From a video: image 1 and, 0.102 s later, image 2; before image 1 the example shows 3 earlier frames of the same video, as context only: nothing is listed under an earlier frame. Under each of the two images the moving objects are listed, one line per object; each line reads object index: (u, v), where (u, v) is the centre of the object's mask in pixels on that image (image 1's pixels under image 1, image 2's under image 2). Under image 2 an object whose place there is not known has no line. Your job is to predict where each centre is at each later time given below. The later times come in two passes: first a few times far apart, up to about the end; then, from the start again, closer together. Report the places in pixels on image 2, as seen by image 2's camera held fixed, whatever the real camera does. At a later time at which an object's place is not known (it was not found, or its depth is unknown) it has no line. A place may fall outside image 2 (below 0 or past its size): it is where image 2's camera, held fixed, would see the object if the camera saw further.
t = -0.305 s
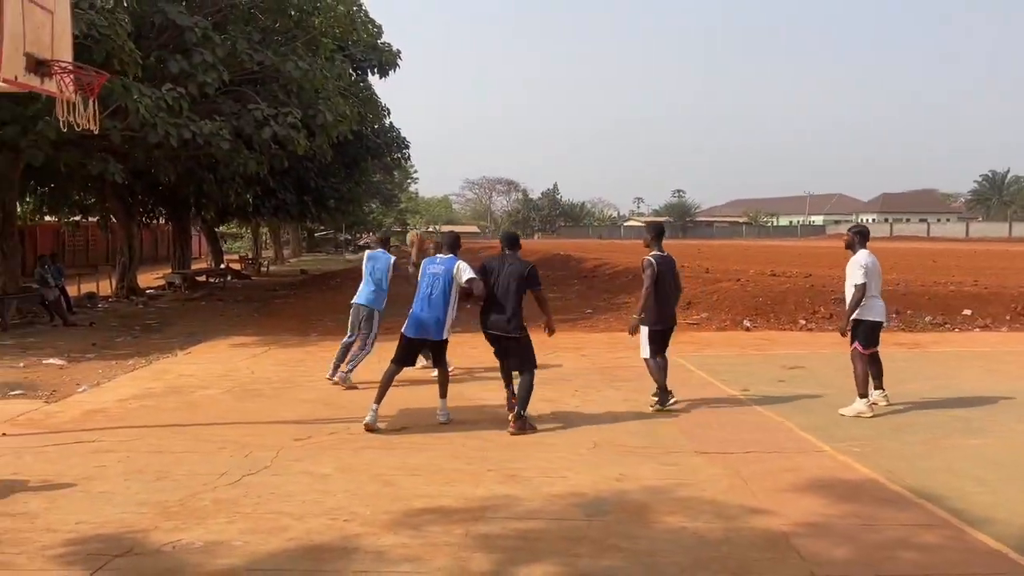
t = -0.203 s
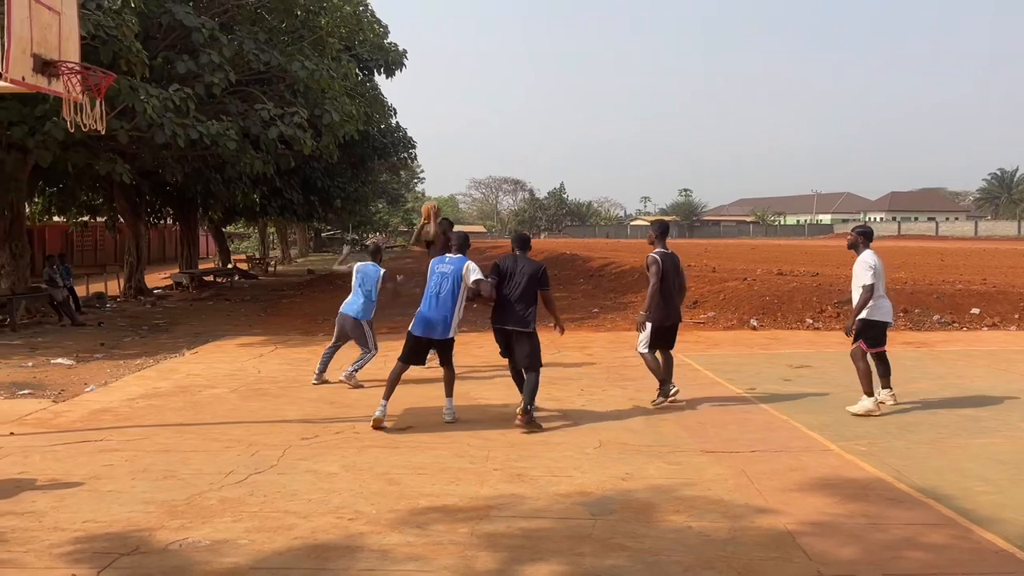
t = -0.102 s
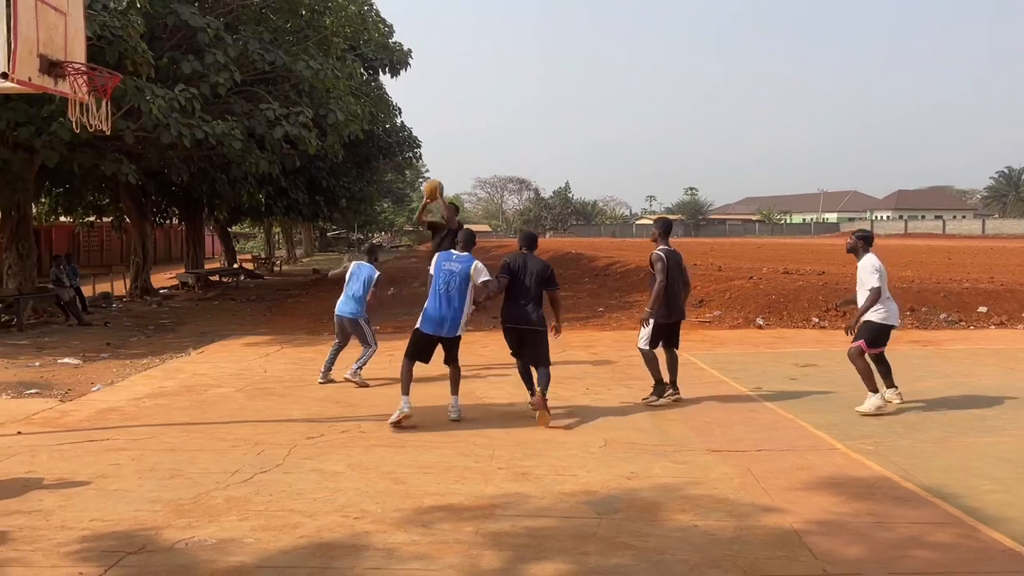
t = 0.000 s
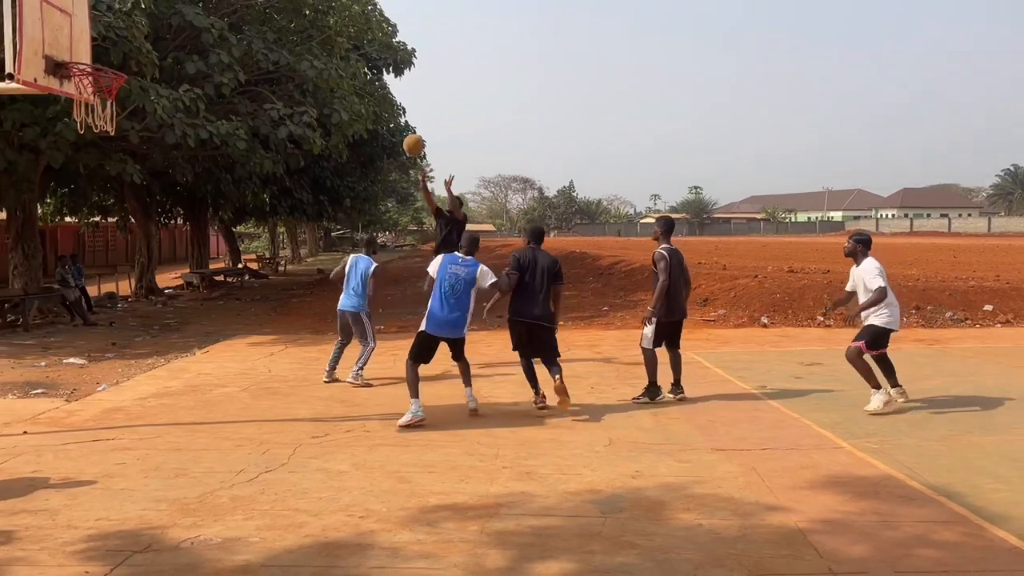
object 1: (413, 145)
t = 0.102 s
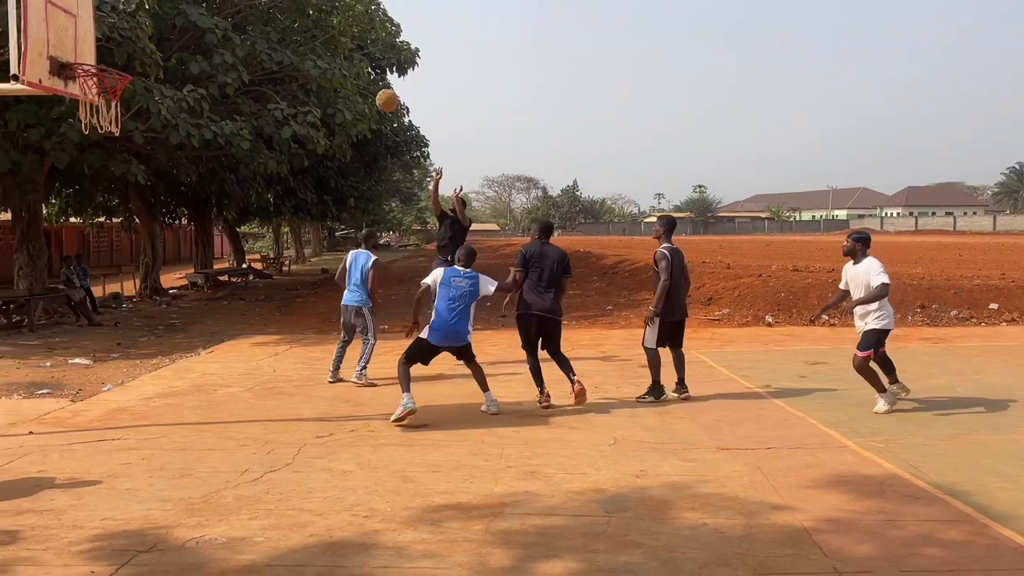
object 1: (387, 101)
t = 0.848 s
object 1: (90, 12)
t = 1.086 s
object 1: (123, 54)
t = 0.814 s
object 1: (96, 8)
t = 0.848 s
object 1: (90, 12)
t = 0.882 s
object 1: (92, 17)
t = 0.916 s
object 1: (95, 26)
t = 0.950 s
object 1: (99, 36)
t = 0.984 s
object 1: (102, 48)
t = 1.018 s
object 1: (107, 57)
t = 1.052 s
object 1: (114, 58)
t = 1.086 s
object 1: (123, 54)
